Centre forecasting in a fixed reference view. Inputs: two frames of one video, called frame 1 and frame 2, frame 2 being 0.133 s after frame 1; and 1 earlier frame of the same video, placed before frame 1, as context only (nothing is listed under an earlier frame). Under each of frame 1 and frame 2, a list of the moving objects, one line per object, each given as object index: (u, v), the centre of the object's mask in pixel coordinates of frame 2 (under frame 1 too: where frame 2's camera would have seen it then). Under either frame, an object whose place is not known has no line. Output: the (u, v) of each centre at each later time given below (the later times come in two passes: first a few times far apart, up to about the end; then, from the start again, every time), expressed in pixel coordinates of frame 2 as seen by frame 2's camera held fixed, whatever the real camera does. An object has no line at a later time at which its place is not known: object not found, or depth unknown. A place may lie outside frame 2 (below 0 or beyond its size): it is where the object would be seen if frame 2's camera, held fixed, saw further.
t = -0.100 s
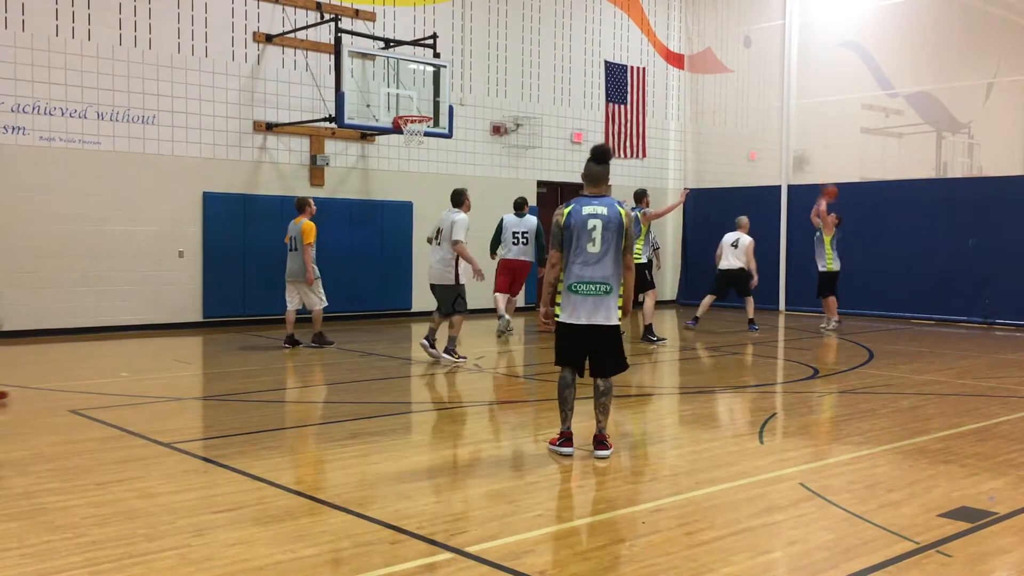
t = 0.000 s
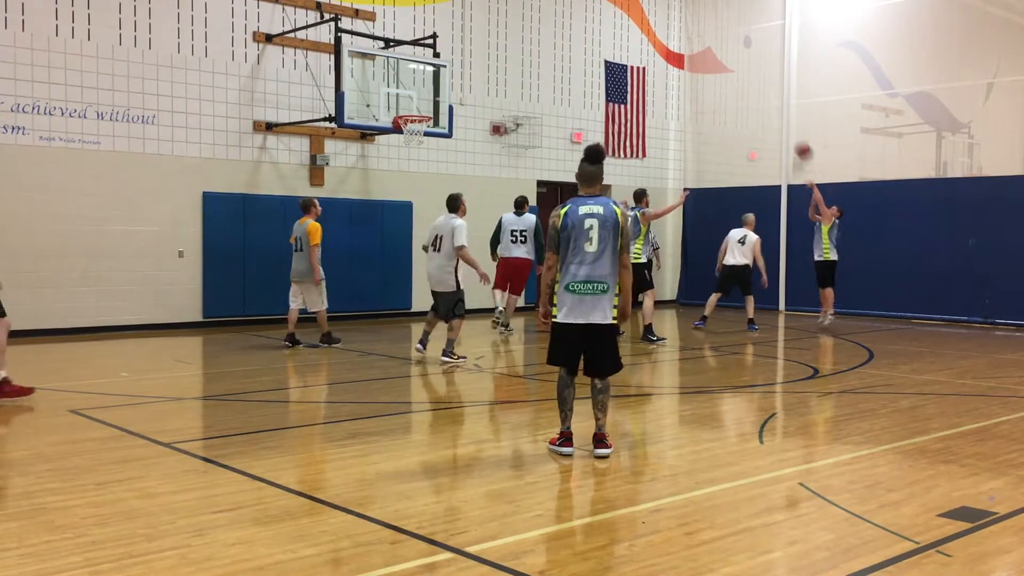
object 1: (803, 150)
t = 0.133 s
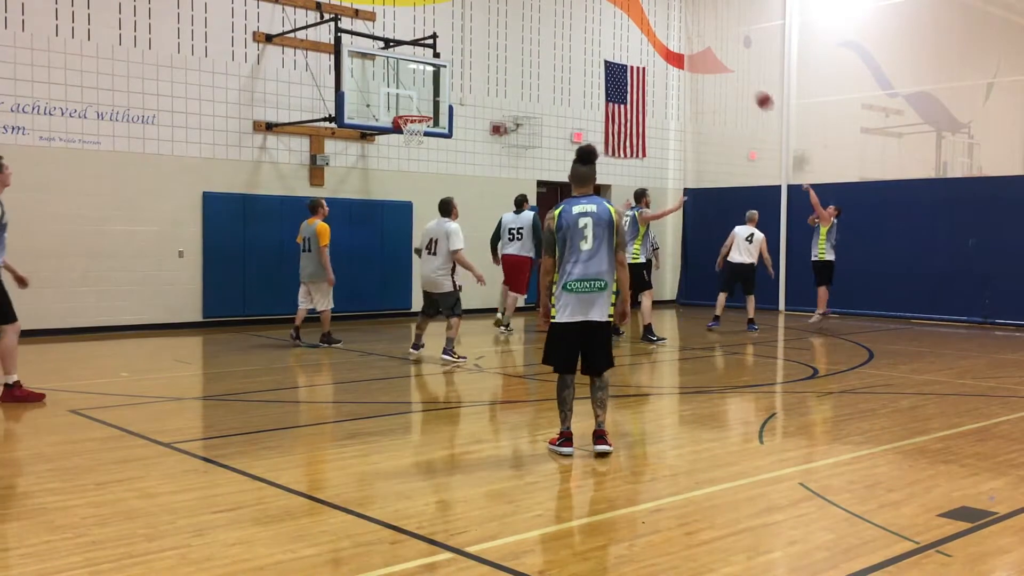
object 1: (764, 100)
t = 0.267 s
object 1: (723, 60)
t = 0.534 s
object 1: (639, 15)
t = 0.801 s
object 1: (551, 15)
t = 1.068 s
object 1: (460, 64)
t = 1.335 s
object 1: (421, 144)
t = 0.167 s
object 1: (753, 89)
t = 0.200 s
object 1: (743, 78)
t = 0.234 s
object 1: (733, 69)
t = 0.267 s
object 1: (723, 60)
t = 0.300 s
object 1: (713, 52)
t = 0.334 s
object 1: (703, 45)
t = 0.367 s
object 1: (692, 38)
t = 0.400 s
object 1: (681, 32)
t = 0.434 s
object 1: (671, 26)
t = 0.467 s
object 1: (660, 22)
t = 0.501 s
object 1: (649, 17)
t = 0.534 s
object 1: (639, 15)
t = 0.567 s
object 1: (628, 13)
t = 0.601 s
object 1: (617, 10)
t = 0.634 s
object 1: (606, 9)
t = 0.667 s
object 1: (596, 8)
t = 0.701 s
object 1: (585, 8)
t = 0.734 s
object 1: (573, 10)
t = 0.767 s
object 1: (562, 12)
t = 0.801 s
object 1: (551, 15)
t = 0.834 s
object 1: (540, 18)
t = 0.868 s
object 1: (529, 21)
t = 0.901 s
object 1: (517, 26)
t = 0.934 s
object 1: (505, 33)
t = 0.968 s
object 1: (494, 39)
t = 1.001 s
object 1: (483, 47)
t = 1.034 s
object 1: (471, 55)
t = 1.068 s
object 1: (460, 64)
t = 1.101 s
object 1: (448, 74)
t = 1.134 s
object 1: (436, 85)
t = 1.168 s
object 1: (425, 95)
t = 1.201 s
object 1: (414, 108)
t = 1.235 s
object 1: (404, 120)
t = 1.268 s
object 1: (413, 132)
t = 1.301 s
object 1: (420, 141)
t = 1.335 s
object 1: (421, 144)
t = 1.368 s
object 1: (422, 147)
